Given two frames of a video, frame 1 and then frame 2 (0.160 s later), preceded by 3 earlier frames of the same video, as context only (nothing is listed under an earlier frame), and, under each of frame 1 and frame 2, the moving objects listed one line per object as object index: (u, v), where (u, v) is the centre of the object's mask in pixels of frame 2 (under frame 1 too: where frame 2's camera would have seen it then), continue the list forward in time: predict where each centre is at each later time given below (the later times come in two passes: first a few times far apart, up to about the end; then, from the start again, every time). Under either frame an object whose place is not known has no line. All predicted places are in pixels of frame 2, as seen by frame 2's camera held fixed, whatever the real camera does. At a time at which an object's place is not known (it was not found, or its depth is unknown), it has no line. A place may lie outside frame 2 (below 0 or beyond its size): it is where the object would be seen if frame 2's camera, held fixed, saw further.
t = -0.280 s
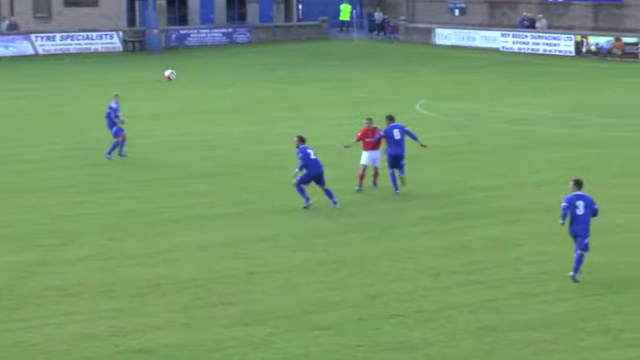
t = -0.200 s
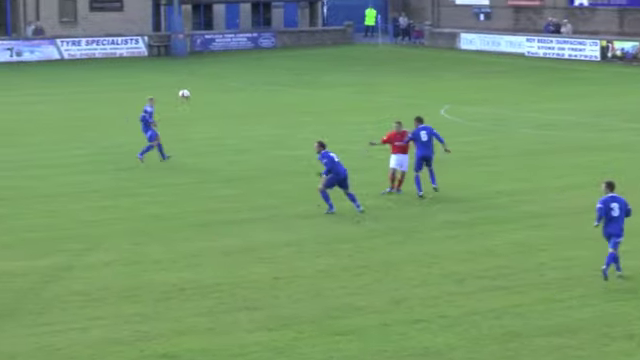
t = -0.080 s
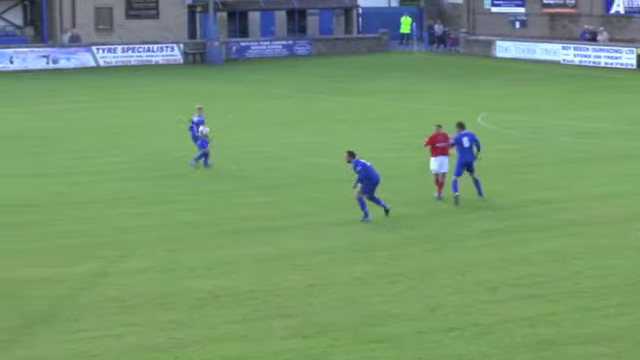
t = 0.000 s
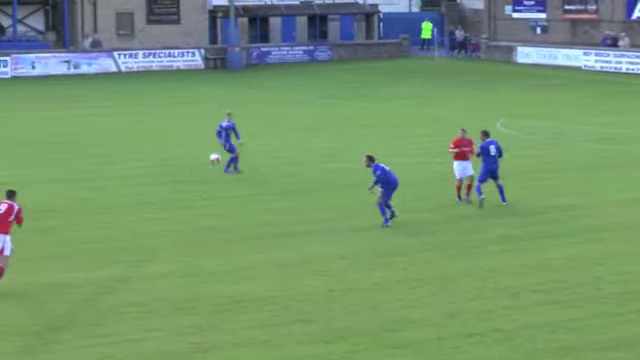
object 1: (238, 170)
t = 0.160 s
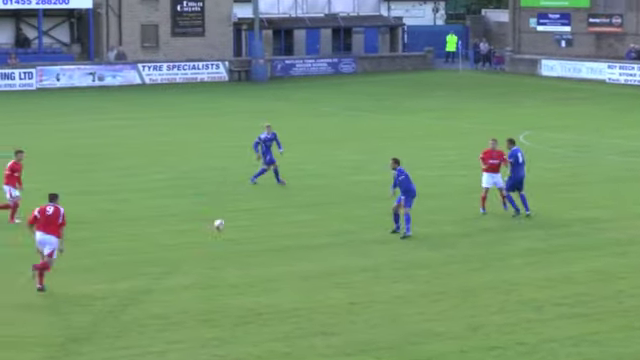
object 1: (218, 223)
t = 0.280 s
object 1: (208, 228)
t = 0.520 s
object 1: (192, 188)
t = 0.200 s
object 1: (214, 239)
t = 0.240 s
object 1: (211, 238)
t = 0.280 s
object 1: (208, 228)
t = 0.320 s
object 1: (205, 220)
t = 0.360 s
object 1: (202, 212)
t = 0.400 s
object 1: (200, 205)
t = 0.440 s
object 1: (197, 199)
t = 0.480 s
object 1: (194, 193)
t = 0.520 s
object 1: (192, 188)
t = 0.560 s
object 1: (188, 184)
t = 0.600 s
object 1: (186, 181)
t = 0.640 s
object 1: (183, 178)
